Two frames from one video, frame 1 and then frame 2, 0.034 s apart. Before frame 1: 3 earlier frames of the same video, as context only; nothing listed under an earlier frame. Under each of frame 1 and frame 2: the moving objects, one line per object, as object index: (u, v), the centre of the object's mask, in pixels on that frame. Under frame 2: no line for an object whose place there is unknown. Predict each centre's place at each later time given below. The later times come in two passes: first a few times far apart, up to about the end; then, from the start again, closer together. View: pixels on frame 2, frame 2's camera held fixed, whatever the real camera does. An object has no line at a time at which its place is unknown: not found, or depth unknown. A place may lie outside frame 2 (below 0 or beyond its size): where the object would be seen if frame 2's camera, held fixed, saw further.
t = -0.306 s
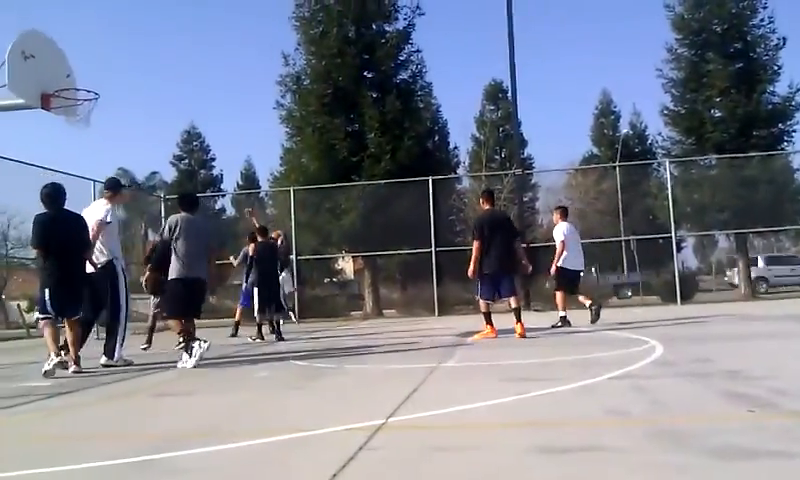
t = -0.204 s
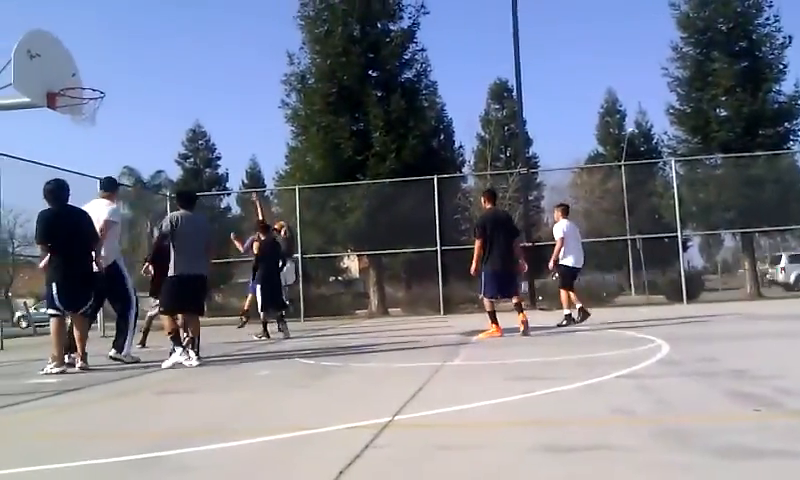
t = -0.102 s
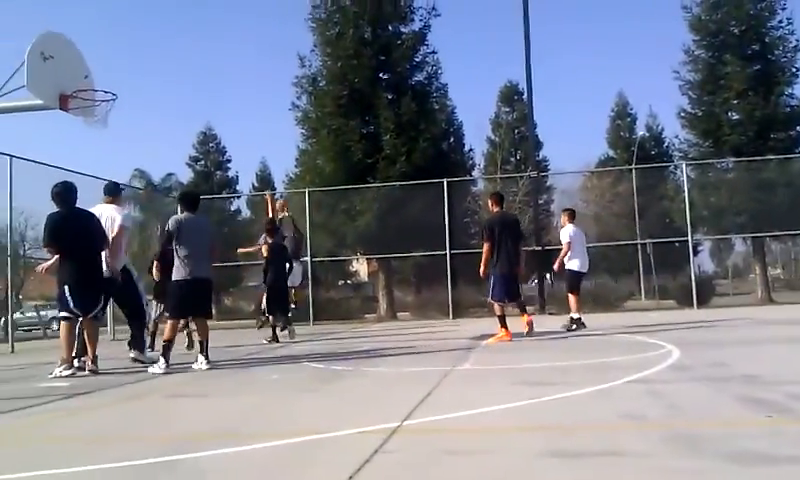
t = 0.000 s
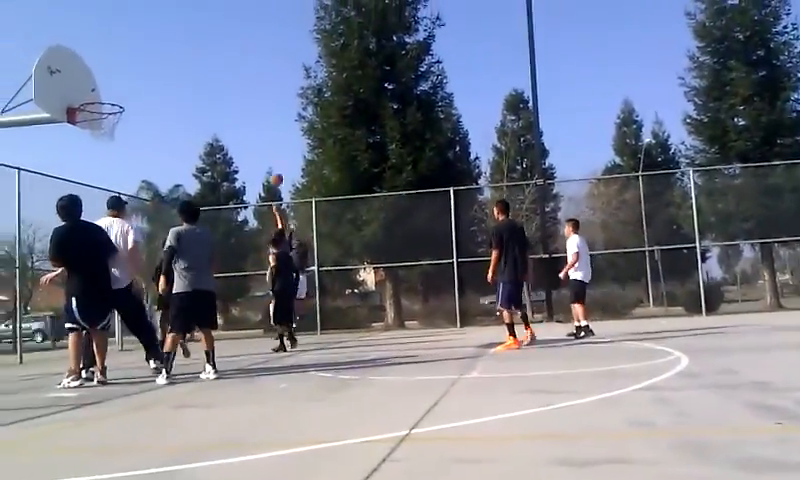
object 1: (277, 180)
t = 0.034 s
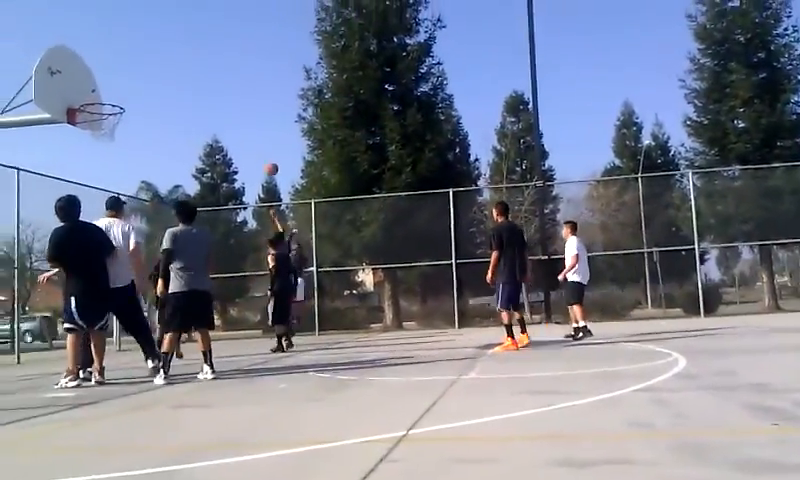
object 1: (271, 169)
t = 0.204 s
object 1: (248, 118)
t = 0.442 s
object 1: (213, 67)
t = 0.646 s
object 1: (179, 46)
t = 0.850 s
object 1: (140, 48)
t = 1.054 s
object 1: (92, 86)
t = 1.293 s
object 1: (105, 26)
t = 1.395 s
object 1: (118, 2)
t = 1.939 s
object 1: (190, 5)
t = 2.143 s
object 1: (222, 81)
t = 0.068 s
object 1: (267, 158)
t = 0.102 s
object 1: (263, 148)
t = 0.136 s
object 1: (258, 137)
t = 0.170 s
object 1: (253, 127)
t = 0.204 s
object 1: (248, 118)
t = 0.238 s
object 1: (244, 109)
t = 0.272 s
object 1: (238, 101)
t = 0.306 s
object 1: (233, 94)
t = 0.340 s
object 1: (228, 87)
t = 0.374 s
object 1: (223, 79)
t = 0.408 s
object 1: (218, 73)
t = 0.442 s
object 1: (213, 67)
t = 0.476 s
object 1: (207, 62)
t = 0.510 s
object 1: (201, 57)
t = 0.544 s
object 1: (196, 53)
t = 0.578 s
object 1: (190, 50)
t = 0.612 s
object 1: (185, 47)
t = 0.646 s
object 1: (179, 46)
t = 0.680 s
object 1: (174, 44)
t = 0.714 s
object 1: (167, 43)
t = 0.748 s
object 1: (162, 43)
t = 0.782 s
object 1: (154, 43)
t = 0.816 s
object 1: (148, 45)
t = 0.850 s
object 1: (140, 48)
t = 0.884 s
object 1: (133, 51)
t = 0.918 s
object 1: (126, 56)
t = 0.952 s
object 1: (118, 62)
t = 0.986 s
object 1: (109, 69)
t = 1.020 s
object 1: (101, 76)
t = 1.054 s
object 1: (92, 86)
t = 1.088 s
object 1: (84, 97)
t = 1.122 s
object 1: (86, 87)
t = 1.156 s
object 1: (90, 74)
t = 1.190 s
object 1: (94, 60)
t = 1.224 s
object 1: (97, 48)
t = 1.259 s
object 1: (101, 36)
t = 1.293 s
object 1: (105, 26)
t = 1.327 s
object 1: (109, 16)
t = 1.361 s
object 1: (113, 7)
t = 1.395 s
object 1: (118, 2)
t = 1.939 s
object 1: (190, 5)
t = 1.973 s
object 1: (195, 14)
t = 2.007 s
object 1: (200, 25)
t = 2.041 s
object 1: (205, 37)
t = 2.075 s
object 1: (210, 50)
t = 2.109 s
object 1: (216, 64)
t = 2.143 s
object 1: (222, 81)
